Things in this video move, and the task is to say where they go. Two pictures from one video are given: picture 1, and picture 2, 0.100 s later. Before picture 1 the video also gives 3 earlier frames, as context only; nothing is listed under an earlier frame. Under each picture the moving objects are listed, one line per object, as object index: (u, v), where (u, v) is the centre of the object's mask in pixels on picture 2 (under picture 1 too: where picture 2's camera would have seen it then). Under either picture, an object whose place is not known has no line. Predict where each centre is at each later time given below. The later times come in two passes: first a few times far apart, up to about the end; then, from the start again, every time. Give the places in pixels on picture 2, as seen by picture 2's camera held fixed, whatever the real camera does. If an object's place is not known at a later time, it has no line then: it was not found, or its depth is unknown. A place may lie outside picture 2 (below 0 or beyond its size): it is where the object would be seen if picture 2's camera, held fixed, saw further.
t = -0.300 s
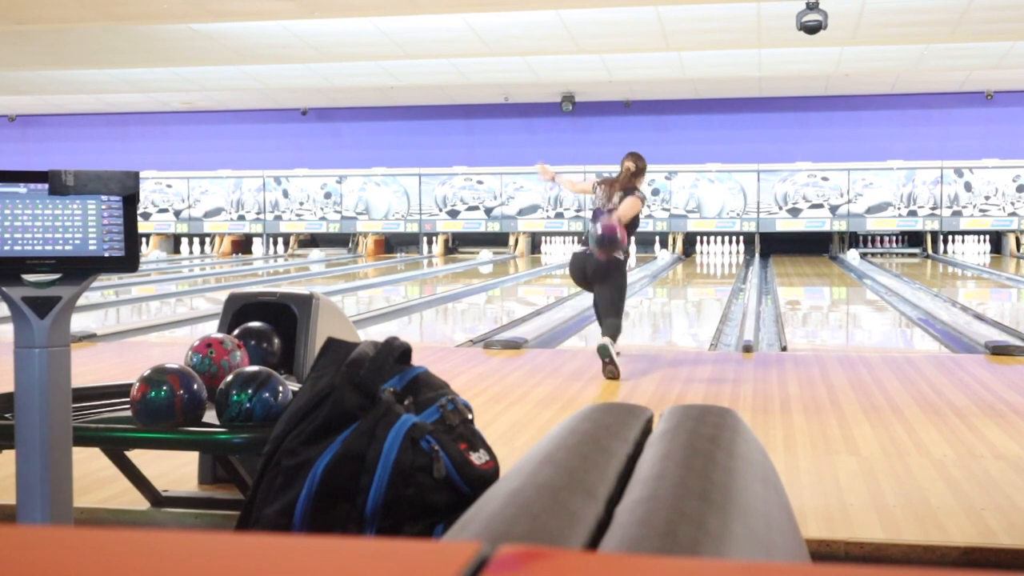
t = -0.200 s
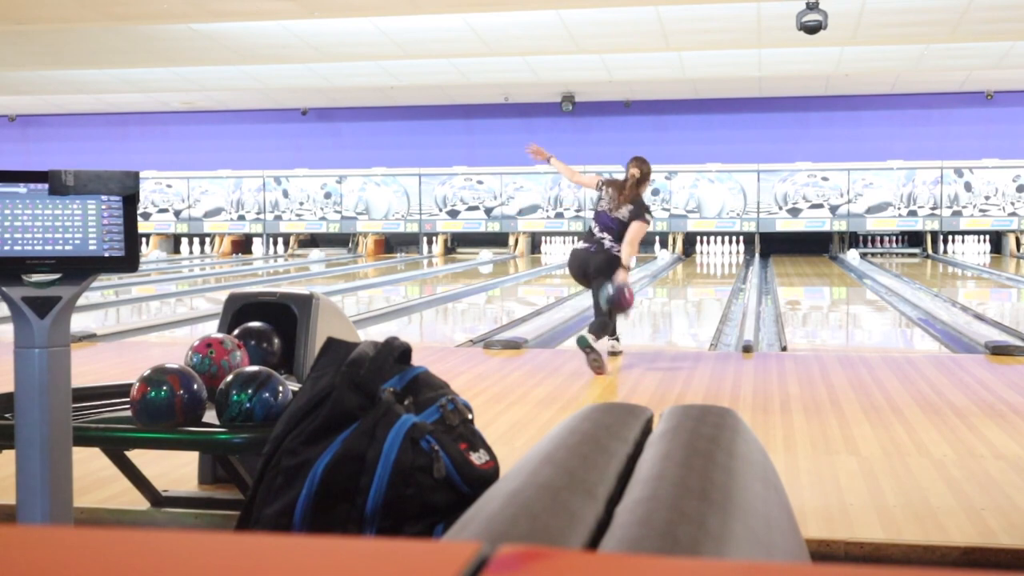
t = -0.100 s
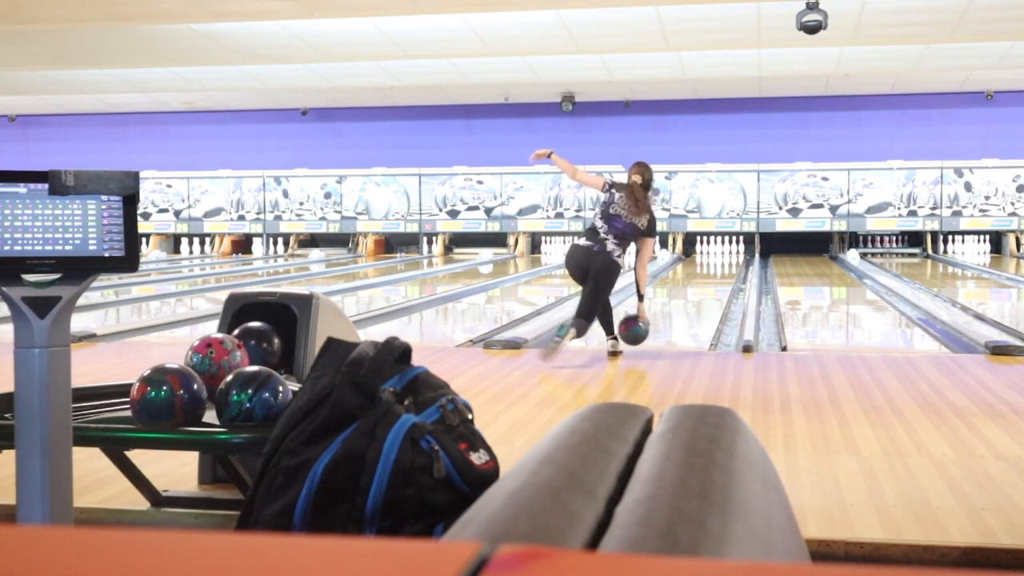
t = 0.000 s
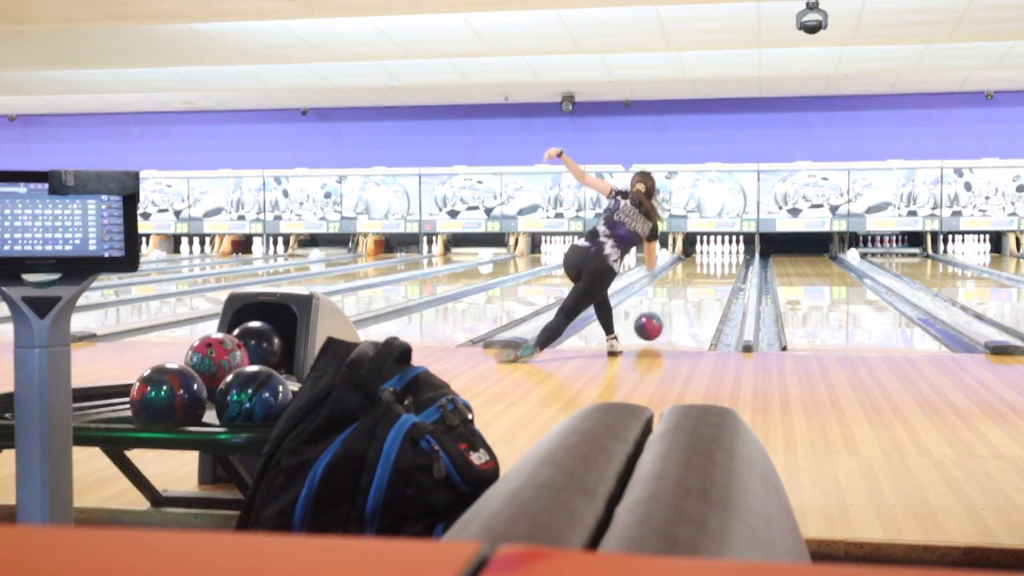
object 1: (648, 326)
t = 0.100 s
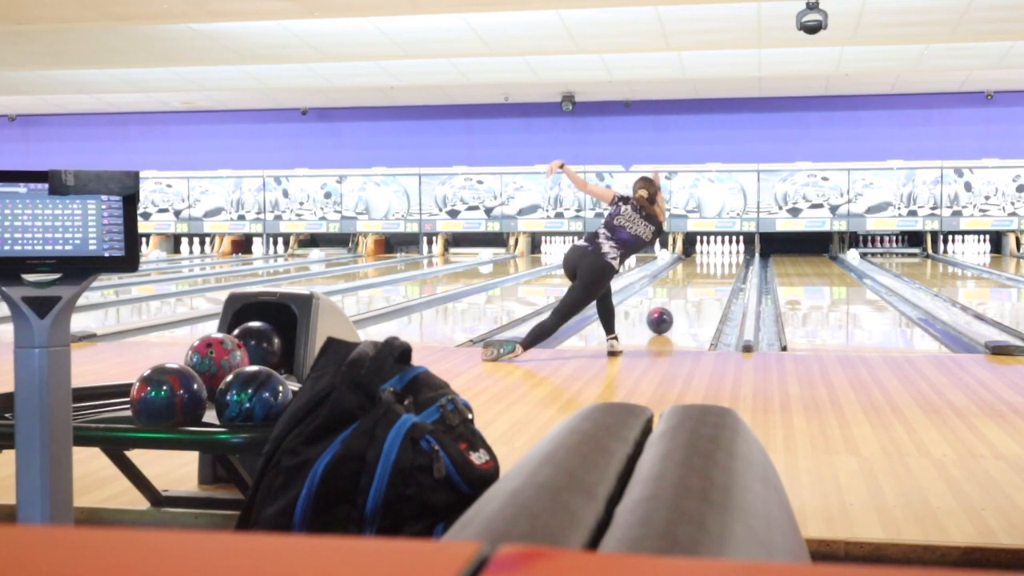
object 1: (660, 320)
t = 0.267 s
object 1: (675, 308)
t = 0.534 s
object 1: (693, 293)
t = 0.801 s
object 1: (706, 282)
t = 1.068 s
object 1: (715, 274)
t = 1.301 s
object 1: (721, 268)
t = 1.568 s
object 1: (726, 263)
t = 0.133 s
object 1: (663, 318)
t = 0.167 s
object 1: (666, 315)
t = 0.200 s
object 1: (669, 313)
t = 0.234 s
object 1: (672, 310)
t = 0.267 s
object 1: (675, 308)
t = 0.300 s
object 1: (677, 306)
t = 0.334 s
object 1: (680, 304)
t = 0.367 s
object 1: (682, 302)
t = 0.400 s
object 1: (684, 300)
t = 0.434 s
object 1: (687, 298)
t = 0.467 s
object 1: (689, 297)
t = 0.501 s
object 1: (691, 295)
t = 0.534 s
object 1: (693, 293)
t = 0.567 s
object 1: (694, 291)
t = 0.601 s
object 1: (696, 289)
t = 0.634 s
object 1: (698, 288)
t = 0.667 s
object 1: (700, 287)
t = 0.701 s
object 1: (701, 286)
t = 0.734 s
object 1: (703, 284)
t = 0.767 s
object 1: (704, 283)
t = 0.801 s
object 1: (706, 282)
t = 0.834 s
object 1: (707, 281)
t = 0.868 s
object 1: (708, 280)
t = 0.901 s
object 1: (709, 279)
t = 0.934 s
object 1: (710, 278)
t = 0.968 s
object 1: (712, 277)
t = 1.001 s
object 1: (713, 276)
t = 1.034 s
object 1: (714, 275)
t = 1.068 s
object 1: (715, 274)
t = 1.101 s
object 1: (716, 273)
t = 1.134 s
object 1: (717, 272)
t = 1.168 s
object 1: (717, 271)
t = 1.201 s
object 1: (718, 270)
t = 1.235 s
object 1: (719, 270)
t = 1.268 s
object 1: (720, 269)
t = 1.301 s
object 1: (721, 268)
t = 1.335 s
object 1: (722, 268)
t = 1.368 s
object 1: (722, 267)
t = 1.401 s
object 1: (723, 266)
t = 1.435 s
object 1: (723, 266)
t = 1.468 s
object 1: (724, 265)
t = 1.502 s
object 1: (725, 264)
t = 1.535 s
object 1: (725, 263)
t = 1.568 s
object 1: (726, 263)
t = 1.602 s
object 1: (726, 262)
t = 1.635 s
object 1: (726, 261)
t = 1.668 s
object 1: (727, 261)
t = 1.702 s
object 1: (727, 261)
